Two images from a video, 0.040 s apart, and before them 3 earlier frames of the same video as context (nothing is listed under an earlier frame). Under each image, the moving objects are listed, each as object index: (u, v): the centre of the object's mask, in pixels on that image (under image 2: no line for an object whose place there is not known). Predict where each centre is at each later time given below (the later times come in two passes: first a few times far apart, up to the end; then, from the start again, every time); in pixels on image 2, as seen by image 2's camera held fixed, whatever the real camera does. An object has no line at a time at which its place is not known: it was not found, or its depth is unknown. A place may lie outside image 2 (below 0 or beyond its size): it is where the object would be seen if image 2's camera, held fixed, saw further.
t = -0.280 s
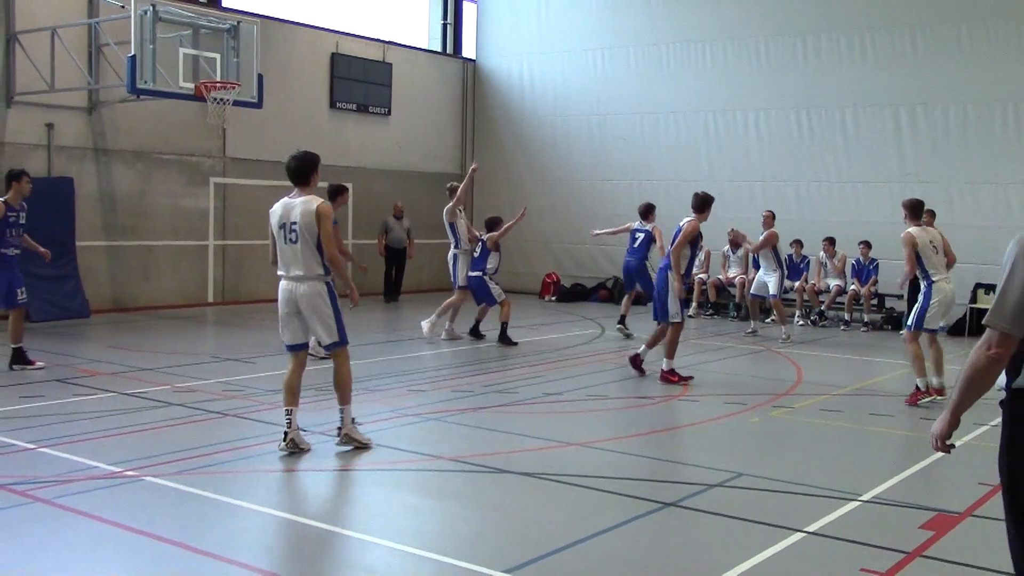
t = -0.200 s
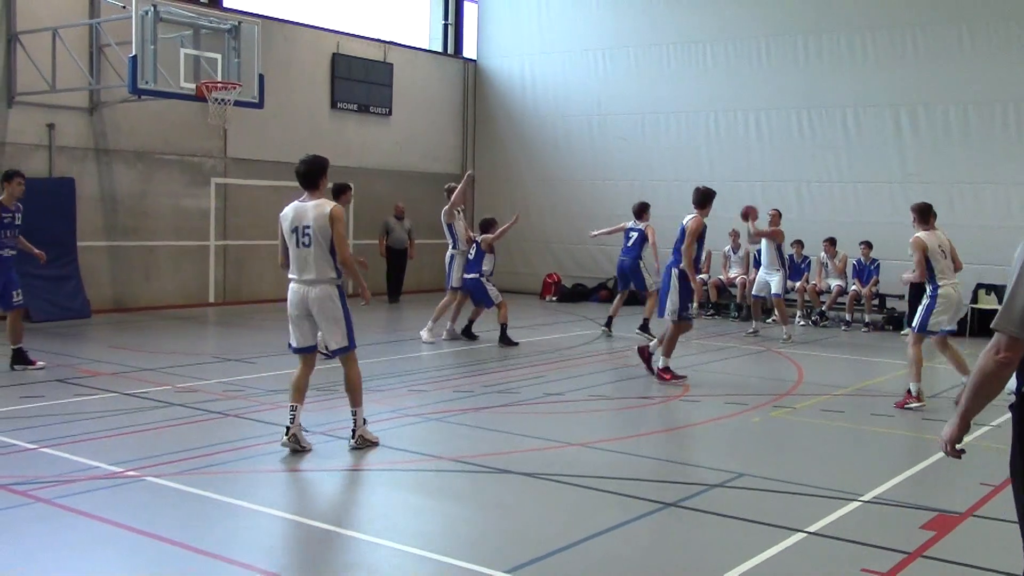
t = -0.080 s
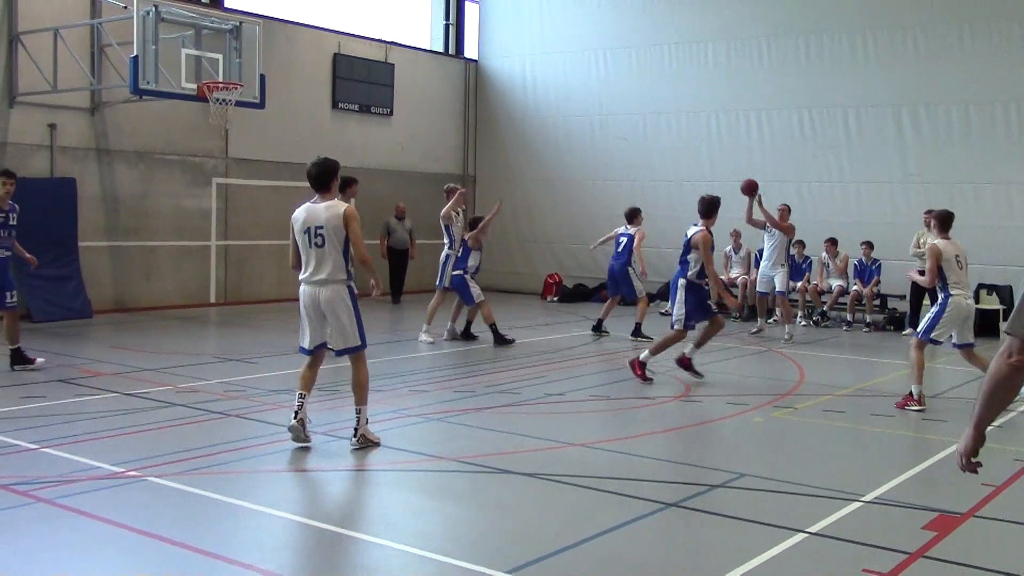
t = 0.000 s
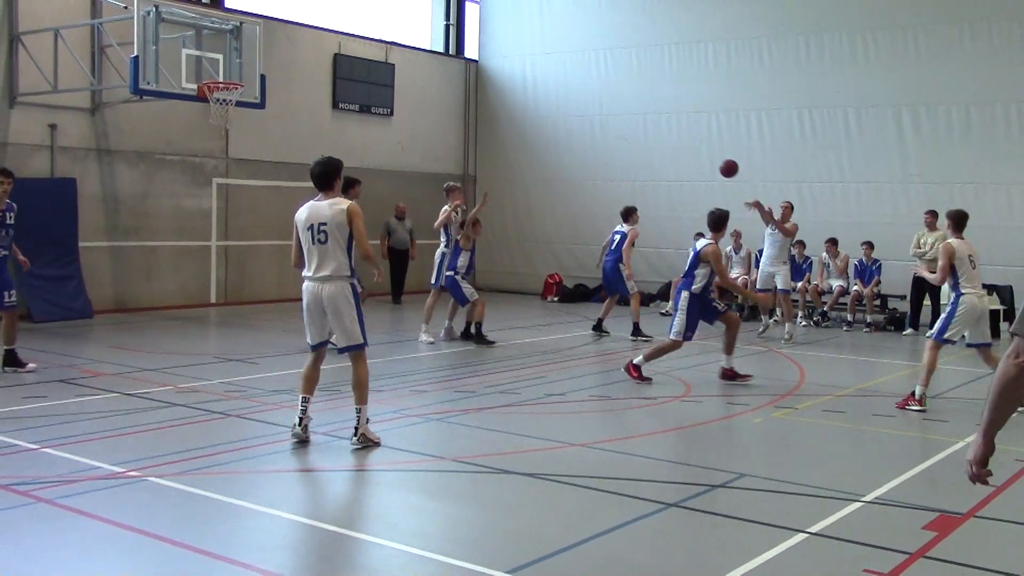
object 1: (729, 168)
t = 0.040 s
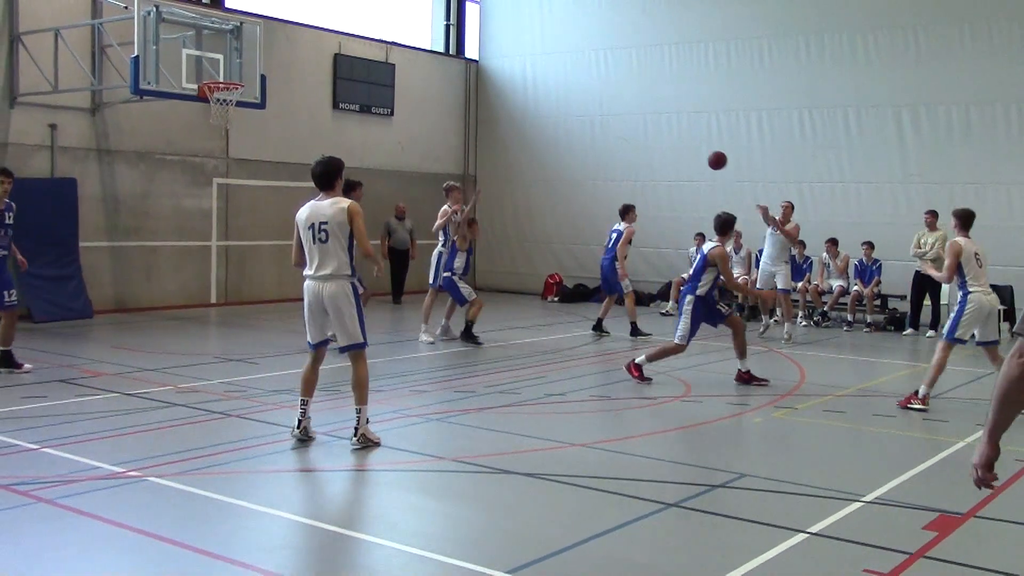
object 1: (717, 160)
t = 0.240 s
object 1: (646, 133)
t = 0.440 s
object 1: (553, 132)
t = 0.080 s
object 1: (704, 153)
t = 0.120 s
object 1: (691, 146)
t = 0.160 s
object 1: (677, 141)
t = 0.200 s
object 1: (662, 136)
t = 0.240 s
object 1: (646, 133)
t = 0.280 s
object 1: (630, 130)
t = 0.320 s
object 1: (612, 128)
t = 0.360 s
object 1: (594, 128)
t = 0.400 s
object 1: (574, 130)
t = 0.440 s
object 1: (553, 132)
